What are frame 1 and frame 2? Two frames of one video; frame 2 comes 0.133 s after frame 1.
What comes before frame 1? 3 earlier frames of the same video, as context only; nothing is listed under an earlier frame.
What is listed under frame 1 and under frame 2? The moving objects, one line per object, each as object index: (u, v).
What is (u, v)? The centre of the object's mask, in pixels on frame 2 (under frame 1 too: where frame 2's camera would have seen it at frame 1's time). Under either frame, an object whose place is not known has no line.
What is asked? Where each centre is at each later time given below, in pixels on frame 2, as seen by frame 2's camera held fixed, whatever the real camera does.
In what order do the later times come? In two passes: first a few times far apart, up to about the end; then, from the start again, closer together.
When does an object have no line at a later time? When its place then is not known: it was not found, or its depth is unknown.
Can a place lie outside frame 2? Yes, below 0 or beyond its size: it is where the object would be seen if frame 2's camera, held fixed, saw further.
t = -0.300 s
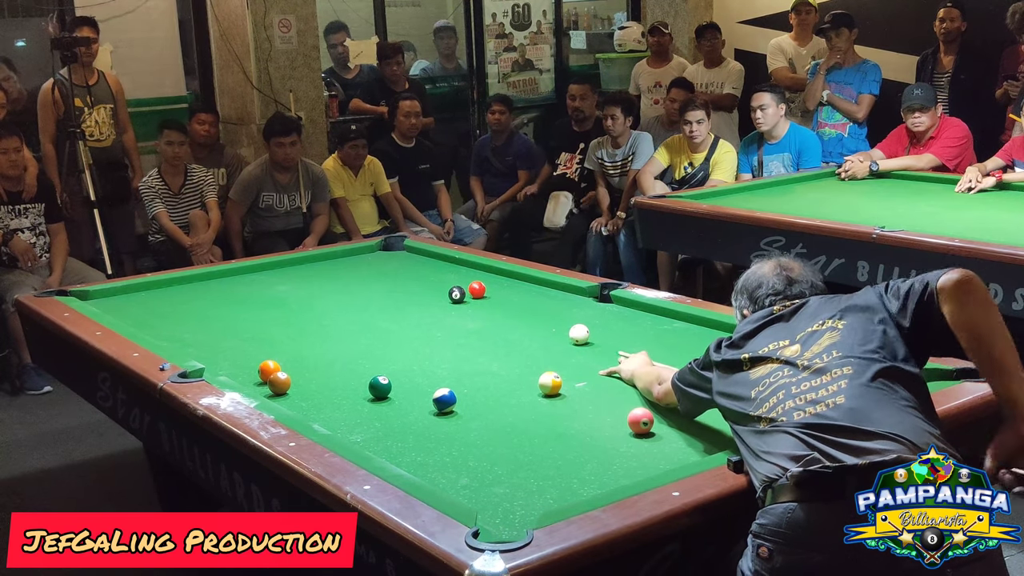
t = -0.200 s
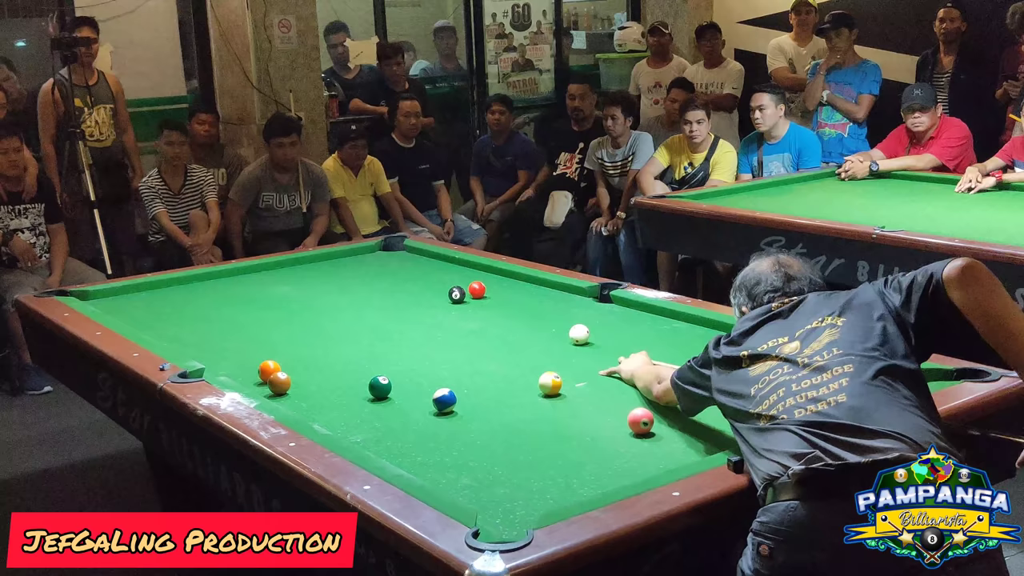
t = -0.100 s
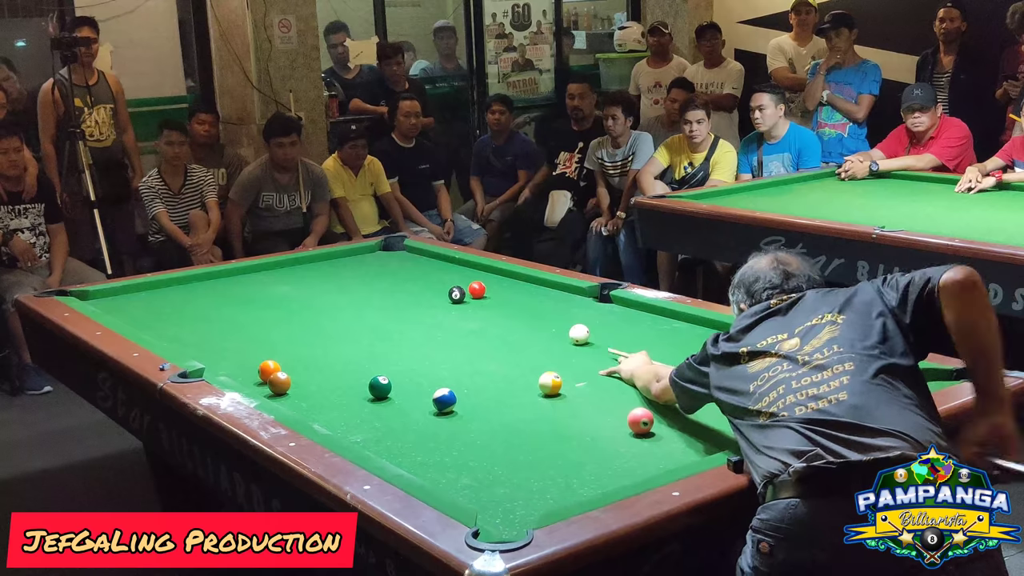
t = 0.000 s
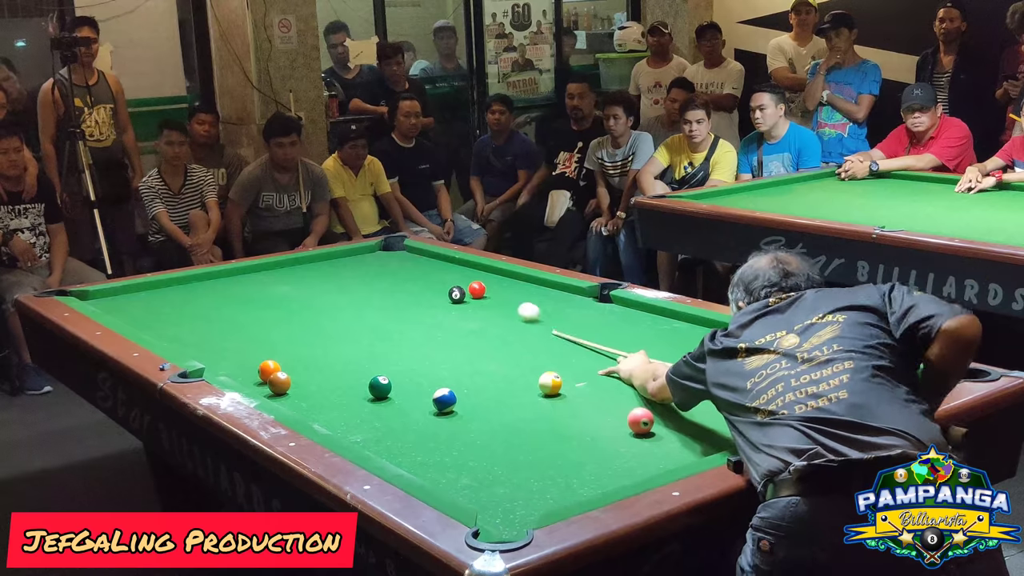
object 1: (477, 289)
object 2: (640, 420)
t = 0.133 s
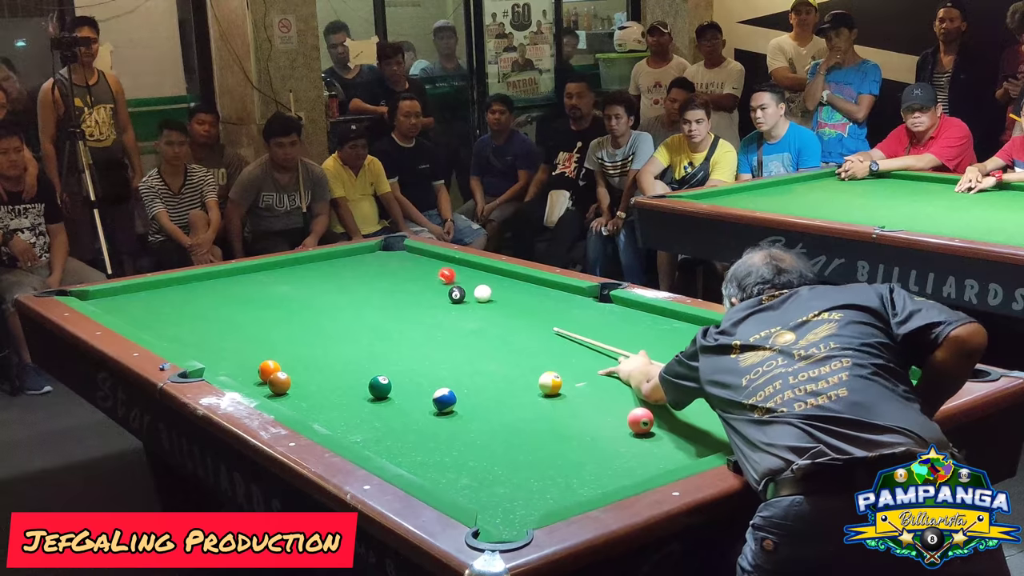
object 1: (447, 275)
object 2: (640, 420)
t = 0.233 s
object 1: (407, 257)
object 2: (640, 420)
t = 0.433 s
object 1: (391, 248)
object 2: (640, 420)
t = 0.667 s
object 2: (640, 420)
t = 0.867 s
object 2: (640, 421)
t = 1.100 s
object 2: (640, 420)
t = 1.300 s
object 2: (640, 420)
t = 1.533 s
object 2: (640, 420)
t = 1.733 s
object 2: (640, 420)
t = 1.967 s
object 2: (640, 420)
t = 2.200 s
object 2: (640, 420)
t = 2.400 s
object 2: (640, 420)
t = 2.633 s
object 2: (640, 420)
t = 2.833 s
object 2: (640, 420)
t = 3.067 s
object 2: (640, 420)
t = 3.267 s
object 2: (636, 418)
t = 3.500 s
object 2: (628, 415)
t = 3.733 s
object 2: (620, 413)
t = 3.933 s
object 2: (614, 411)
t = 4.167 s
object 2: (608, 409)
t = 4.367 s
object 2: (605, 407)
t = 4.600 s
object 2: (602, 407)
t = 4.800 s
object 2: (600, 407)
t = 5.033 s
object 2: (600, 406)
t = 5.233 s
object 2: (600, 406)
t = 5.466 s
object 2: (600, 406)
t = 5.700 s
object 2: (600, 407)
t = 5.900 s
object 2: (600, 407)
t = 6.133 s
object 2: (600, 407)
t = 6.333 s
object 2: (600, 407)
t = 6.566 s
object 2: (600, 407)
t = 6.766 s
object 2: (600, 407)
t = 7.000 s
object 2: (600, 407)
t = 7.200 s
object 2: (600, 407)
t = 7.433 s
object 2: (600, 407)
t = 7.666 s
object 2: (600, 407)
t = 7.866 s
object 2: (600, 406)
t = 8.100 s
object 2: (600, 406)
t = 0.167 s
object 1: (433, 269)
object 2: (640, 420)
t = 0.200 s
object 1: (419, 263)
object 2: (640, 420)
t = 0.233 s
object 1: (407, 257)
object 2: (640, 420)
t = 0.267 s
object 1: (396, 252)
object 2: (640, 420)
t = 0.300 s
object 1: (385, 247)
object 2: (640, 420)
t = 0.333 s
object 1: (391, 244)
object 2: (640, 420)
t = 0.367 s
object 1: (395, 244)
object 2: (640, 420)
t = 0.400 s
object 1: (388, 245)
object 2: (640, 420)
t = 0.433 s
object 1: (391, 248)
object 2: (640, 420)
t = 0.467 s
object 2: (640, 420)
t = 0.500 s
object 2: (640, 420)
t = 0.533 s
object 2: (640, 420)
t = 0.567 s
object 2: (640, 420)
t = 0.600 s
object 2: (640, 420)
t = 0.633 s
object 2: (640, 420)
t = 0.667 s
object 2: (640, 420)
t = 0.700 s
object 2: (640, 420)
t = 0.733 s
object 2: (640, 420)
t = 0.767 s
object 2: (640, 420)
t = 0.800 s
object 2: (640, 420)
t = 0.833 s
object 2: (640, 421)
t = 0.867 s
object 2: (640, 421)
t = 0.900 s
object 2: (640, 421)
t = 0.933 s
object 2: (640, 421)
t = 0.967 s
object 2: (640, 421)
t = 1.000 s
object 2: (640, 421)
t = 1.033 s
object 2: (640, 421)
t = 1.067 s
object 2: (640, 421)
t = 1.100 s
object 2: (640, 420)
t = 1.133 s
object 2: (640, 420)
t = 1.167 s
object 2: (640, 420)
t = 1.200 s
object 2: (640, 420)
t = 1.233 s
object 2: (640, 420)
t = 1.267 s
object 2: (640, 420)
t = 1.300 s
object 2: (640, 420)
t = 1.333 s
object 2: (640, 420)
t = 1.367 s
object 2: (640, 420)
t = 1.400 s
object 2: (640, 420)
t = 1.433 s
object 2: (640, 420)
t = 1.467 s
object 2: (640, 420)
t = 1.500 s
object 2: (640, 420)
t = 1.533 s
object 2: (640, 420)
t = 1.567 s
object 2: (640, 420)
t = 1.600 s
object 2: (640, 420)
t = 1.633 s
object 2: (640, 420)
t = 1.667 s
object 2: (640, 420)
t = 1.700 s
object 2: (640, 420)
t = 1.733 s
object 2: (640, 420)
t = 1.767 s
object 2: (640, 420)
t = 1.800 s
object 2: (640, 420)
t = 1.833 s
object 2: (640, 420)
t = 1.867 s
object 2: (640, 420)
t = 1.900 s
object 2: (640, 420)
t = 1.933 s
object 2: (640, 420)
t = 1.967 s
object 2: (640, 420)
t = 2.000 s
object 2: (640, 420)
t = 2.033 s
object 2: (640, 420)
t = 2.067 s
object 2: (640, 420)
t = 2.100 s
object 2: (640, 420)
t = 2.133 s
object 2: (640, 420)
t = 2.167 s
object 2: (640, 420)
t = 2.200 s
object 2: (640, 420)
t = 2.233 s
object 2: (640, 420)
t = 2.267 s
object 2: (640, 420)
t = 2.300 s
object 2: (640, 420)
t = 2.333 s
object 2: (640, 420)
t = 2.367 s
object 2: (640, 420)
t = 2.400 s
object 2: (640, 420)
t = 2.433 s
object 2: (640, 420)
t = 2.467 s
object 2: (640, 420)
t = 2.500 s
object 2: (640, 420)
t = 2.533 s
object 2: (640, 420)
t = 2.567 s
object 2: (640, 420)
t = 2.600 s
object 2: (640, 420)
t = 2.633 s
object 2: (640, 420)
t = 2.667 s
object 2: (640, 420)
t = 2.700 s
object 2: (640, 420)
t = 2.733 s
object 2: (640, 420)
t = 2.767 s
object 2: (640, 420)
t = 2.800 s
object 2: (640, 420)
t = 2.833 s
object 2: (640, 420)
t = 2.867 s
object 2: (640, 420)
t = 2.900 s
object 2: (640, 420)
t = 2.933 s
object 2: (640, 420)
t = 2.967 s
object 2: (640, 420)
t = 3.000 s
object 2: (640, 420)
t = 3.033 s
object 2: (640, 420)
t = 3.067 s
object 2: (640, 420)
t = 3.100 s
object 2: (640, 420)
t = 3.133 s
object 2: (640, 420)
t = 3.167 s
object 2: (639, 420)
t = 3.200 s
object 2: (638, 419)
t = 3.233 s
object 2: (637, 419)
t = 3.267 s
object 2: (636, 418)
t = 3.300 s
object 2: (634, 418)
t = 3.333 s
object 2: (633, 417)
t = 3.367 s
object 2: (632, 417)
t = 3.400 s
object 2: (631, 416)
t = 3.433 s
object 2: (629, 416)
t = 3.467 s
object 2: (628, 416)
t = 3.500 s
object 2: (628, 415)
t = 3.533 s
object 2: (627, 415)
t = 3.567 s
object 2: (626, 415)
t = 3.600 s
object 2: (624, 414)
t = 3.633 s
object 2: (623, 414)
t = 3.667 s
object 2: (622, 414)
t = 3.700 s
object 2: (622, 413)
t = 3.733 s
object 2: (620, 413)
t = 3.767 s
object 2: (619, 412)
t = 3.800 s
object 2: (618, 412)
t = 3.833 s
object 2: (617, 412)
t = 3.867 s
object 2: (616, 411)
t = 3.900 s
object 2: (615, 411)
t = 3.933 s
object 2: (614, 411)
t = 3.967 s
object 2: (613, 410)
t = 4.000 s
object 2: (612, 410)
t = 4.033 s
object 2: (611, 410)
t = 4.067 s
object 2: (610, 409)
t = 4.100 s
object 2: (610, 409)
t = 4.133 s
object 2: (609, 409)
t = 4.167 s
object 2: (608, 409)
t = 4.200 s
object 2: (608, 408)
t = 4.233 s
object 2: (607, 408)
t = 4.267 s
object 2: (606, 408)
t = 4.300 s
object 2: (606, 408)
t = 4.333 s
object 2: (605, 408)
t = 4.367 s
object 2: (605, 407)
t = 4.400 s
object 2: (604, 407)
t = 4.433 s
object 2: (604, 407)
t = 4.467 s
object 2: (603, 407)
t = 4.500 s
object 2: (603, 407)
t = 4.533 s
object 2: (602, 407)
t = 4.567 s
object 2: (602, 407)
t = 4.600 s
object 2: (602, 407)
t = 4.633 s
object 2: (601, 407)
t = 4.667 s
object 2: (601, 407)
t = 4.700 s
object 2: (601, 407)
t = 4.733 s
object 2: (601, 407)
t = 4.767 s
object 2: (601, 407)
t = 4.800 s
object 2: (600, 407)
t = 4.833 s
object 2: (600, 407)
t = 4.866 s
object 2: (600, 406)
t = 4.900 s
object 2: (600, 406)
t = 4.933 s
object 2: (600, 406)
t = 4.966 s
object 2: (600, 406)
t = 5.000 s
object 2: (600, 406)
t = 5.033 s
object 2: (600, 406)
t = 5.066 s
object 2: (600, 406)
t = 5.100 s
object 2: (600, 406)
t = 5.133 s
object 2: (600, 406)
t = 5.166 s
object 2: (600, 406)
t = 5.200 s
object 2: (600, 406)
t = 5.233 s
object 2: (600, 406)
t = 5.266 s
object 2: (600, 406)
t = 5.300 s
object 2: (600, 406)
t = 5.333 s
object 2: (600, 406)
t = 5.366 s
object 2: (600, 406)
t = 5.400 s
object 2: (600, 406)
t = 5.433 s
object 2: (600, 406)
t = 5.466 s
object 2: (600, 406)
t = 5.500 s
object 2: (600, 406)
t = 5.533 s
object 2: (600, 406)
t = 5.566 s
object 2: (600, 406)
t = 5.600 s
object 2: (600, 407)
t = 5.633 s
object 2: (600, 407)
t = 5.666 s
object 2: (600, 406)
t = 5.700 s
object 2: (600, 407)
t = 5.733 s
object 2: (600, 407)
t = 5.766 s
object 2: (600, 407)
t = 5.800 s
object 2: (600, 407)
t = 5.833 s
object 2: (600, 407)
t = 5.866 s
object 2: (600, 407)
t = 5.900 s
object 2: (600, 407)
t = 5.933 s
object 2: (600, 407)
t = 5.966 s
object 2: (600, 406)
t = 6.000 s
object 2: (600, 407)
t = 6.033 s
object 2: (600, 407)
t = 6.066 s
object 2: (600, 407)
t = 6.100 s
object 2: (600, 407)
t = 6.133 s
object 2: (600, 407)
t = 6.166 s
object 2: (600, 406)
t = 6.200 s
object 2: (600, 406)
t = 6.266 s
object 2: (600, 407)
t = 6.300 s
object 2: (600, 407)
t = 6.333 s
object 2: (600, 407)
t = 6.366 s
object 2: (600, 406)
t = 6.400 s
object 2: (600, 407)
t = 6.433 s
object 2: (600, 407)
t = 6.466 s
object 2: (600, 407)
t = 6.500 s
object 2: (600, 407)
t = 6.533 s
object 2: (600, 407)
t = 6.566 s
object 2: (600, 407)
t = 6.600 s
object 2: (600, 407)
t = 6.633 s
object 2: (600, 407)
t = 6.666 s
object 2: (600, 407)
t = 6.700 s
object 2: (600, 407)
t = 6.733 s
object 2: (600, 407)
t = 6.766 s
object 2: (600, 407)
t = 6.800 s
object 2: (600, 407)
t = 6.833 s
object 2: (600, 407)
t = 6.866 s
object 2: (600, 407)
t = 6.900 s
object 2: (600, 407)
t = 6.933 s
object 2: (600, 407)
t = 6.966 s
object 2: (600, 407)
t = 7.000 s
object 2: (600, 407)
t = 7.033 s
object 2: (600, 407)
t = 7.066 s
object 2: (600, 407)
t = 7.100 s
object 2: (600, 407)
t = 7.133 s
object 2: (600, 407)
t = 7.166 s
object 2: (600, 407)
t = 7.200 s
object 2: (600, 407)
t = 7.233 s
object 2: (600, 407)
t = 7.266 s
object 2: (600, 407)
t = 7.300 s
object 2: (600, 407)
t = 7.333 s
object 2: (600, 407)
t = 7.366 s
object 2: (600, 407)
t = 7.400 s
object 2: (600, 407)
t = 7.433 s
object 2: (600, 407)
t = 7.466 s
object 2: (600, 407)
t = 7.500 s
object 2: (600, 407)
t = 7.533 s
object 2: (600, 407)
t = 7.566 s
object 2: (600, 407)
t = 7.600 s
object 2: (600, 407)
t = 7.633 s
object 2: (600, 407)
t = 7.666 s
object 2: (600, 407)
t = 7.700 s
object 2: (600, 407)
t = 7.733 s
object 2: (600, 407)
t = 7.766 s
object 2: (600, 407)
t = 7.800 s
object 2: (600, 407)
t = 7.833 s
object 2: (600, 407)
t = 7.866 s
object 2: (600, 406)
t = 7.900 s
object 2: (600, 406)
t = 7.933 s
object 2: (600, 406)
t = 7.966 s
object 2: (600, 406)
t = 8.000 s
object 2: (600, 406)
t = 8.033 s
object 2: (600, 406)
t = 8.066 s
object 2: (600, 406)
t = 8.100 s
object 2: (600, 406)
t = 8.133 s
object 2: (600, 406)
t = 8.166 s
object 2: (600, 406)
